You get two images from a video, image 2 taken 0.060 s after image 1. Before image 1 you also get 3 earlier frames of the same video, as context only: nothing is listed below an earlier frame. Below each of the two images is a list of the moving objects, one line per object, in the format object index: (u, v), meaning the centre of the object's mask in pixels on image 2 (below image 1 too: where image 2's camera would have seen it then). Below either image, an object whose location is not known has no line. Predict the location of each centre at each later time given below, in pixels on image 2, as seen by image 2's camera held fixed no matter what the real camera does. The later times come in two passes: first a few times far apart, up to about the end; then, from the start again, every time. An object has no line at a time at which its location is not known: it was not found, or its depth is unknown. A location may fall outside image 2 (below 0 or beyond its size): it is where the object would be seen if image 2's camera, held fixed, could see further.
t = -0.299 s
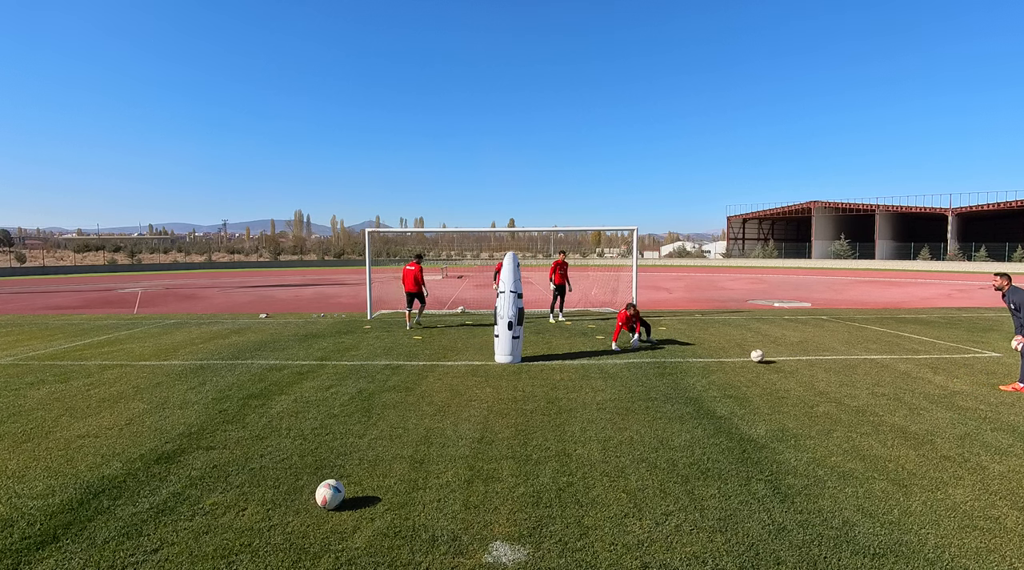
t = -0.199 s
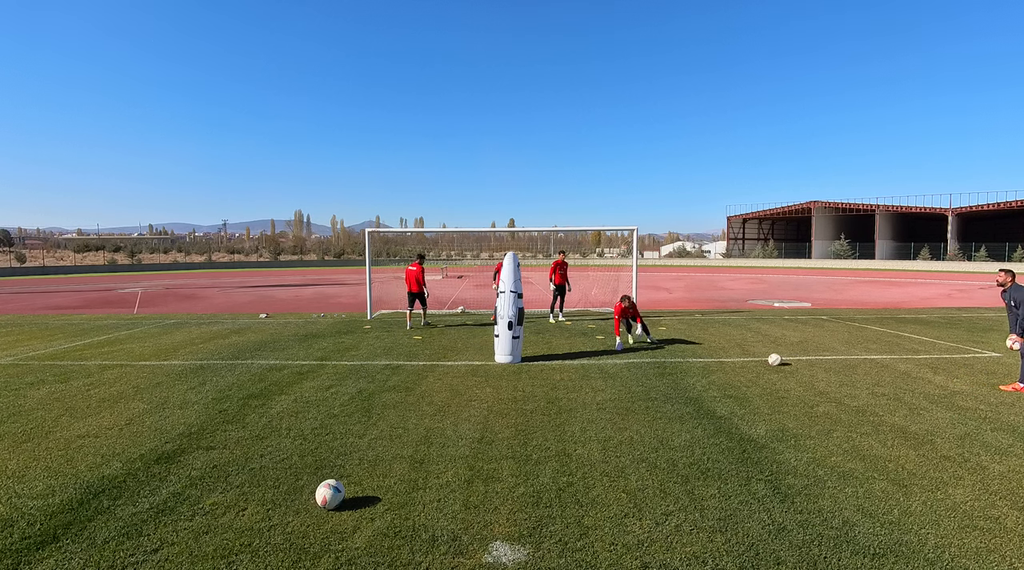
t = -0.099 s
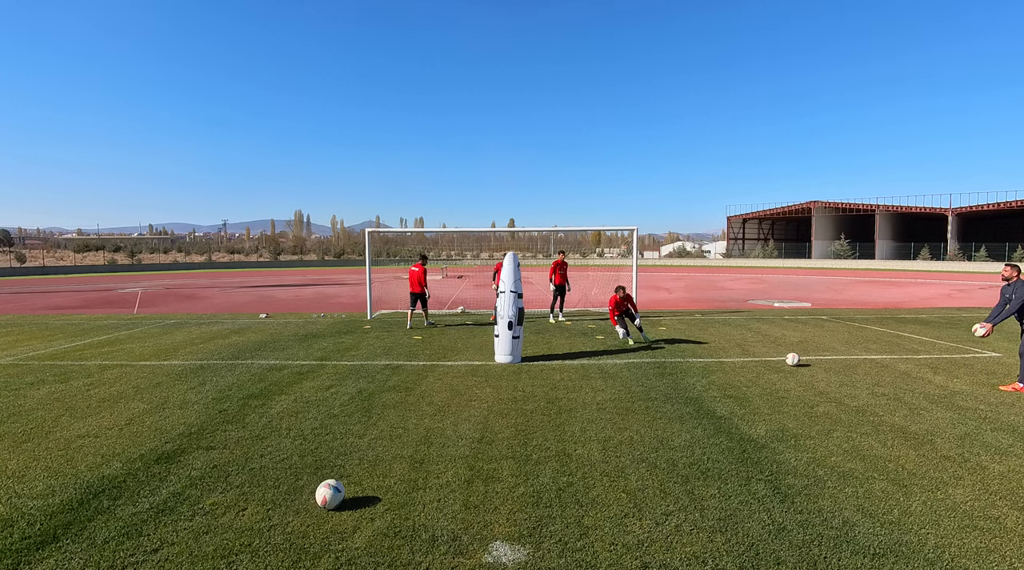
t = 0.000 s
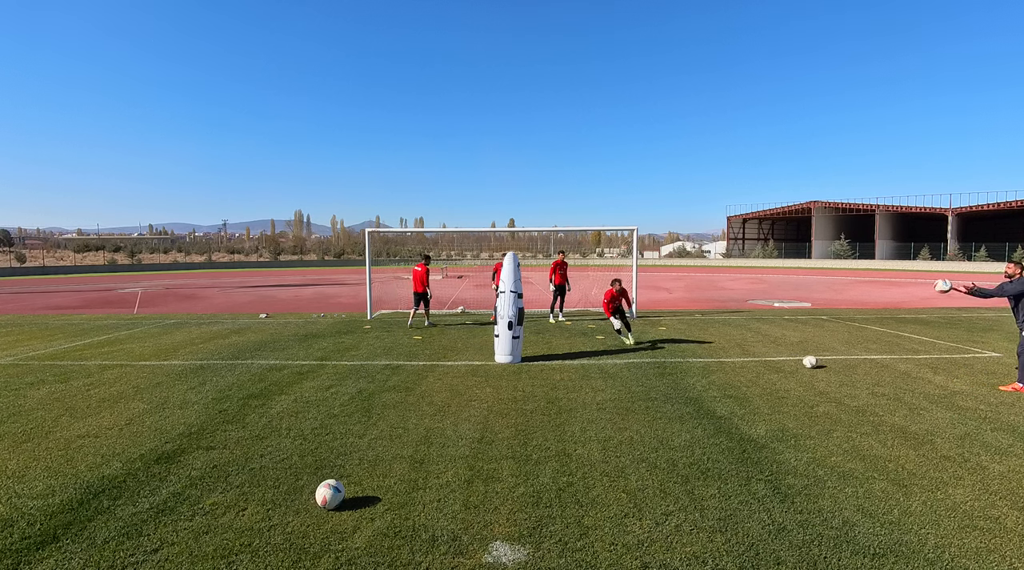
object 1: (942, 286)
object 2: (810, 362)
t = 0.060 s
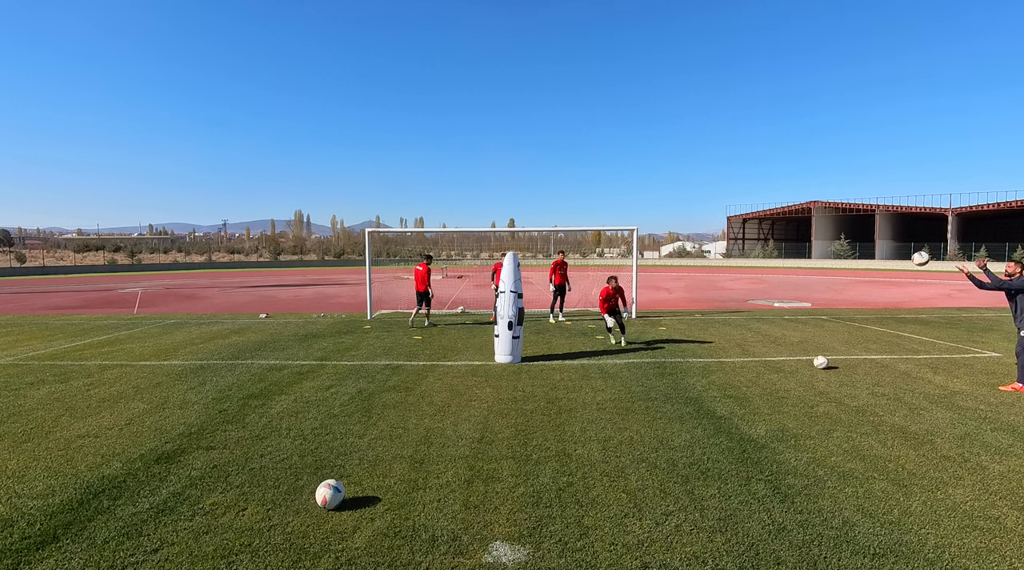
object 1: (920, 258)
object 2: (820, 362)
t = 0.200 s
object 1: (870, 205)
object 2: (845, 364)
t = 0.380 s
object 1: (807, 157)
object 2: (876, 367)
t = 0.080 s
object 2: (824, 363)
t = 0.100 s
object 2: (828, 363)
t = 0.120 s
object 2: (831, 363)
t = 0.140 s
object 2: (835, 363)
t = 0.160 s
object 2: (838, 364)
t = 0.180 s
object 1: (876, 211)
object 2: (841, 364)
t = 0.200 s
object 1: (870, 205)
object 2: (845, 364)
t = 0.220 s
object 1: (862, 199)
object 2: (848, 364)
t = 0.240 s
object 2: (852, 365)
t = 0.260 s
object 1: (848, 187)
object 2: (855, 365)
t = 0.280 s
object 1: (841, 181)
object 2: (858, 365)
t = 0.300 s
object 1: (834, 176)
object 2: (862, 366)
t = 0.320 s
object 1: (827, 171)
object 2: (865, 366)
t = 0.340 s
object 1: (821, 166)
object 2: (869, 366)
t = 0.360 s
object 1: (814, 162)
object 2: (872, 367)
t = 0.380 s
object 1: (807, 157)
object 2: (876, 367)
